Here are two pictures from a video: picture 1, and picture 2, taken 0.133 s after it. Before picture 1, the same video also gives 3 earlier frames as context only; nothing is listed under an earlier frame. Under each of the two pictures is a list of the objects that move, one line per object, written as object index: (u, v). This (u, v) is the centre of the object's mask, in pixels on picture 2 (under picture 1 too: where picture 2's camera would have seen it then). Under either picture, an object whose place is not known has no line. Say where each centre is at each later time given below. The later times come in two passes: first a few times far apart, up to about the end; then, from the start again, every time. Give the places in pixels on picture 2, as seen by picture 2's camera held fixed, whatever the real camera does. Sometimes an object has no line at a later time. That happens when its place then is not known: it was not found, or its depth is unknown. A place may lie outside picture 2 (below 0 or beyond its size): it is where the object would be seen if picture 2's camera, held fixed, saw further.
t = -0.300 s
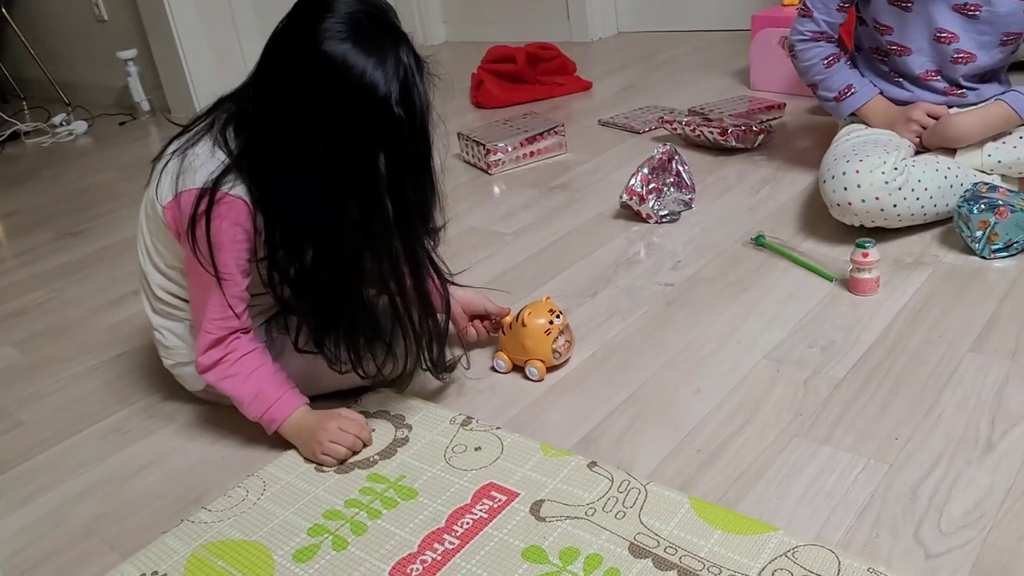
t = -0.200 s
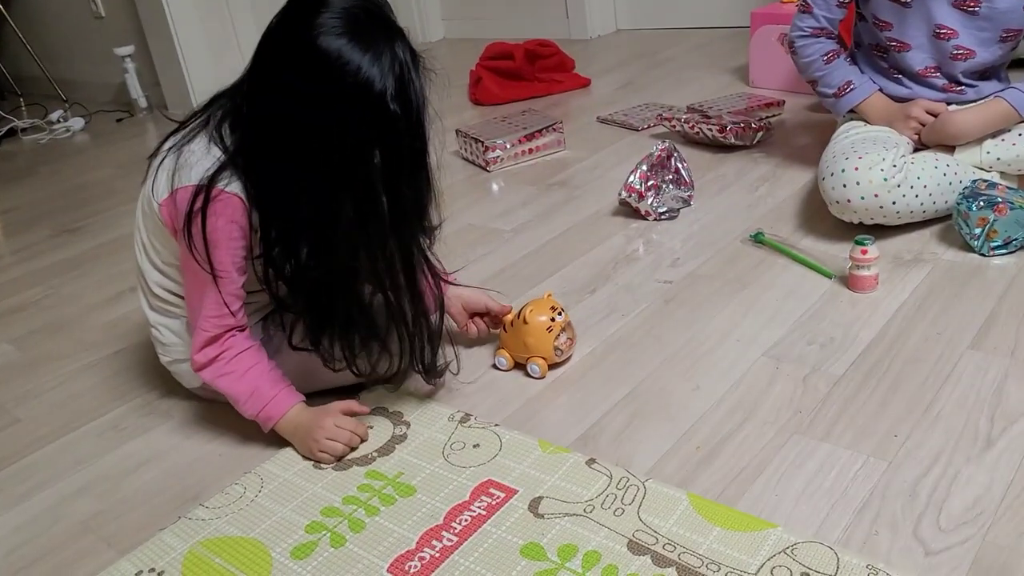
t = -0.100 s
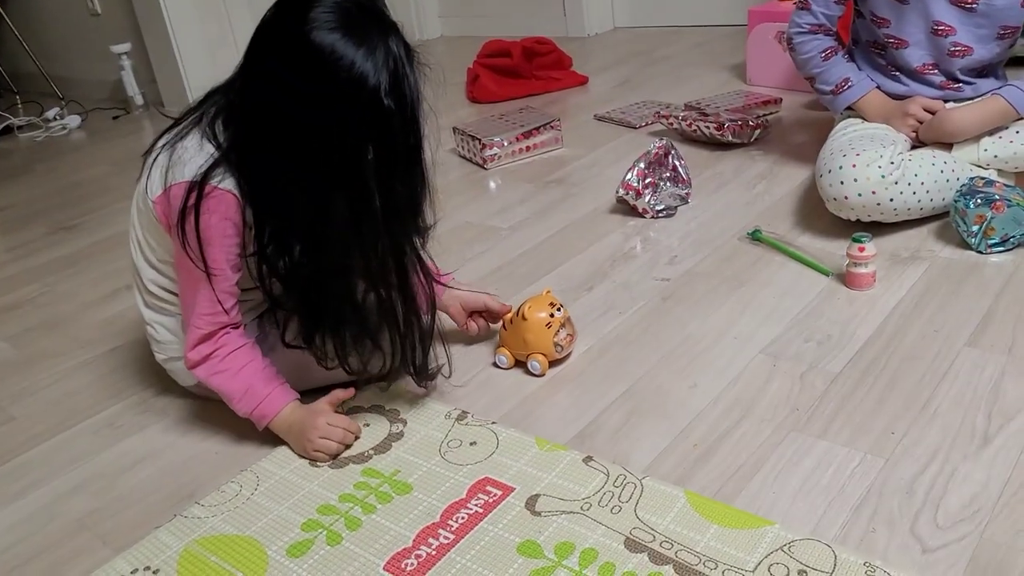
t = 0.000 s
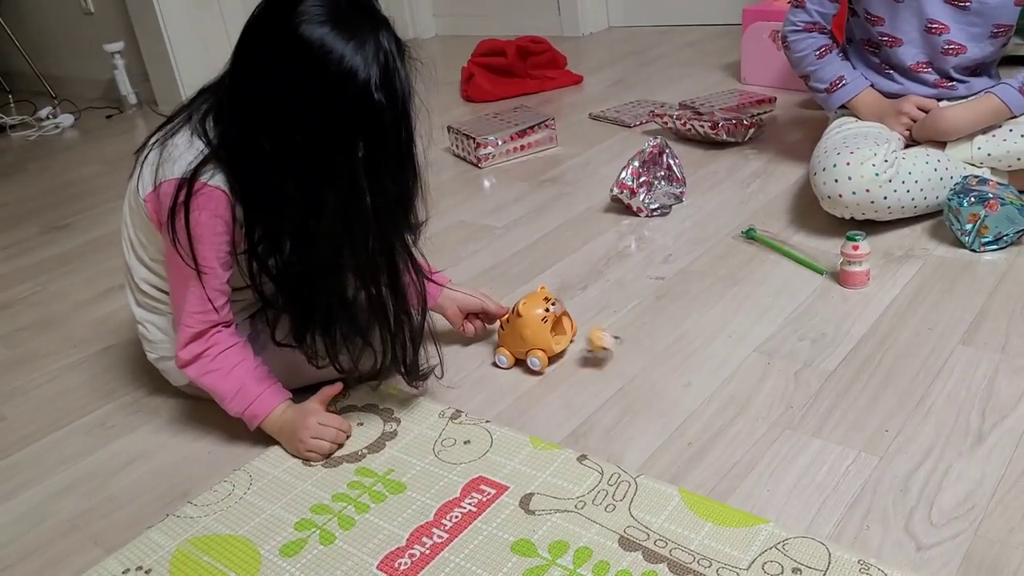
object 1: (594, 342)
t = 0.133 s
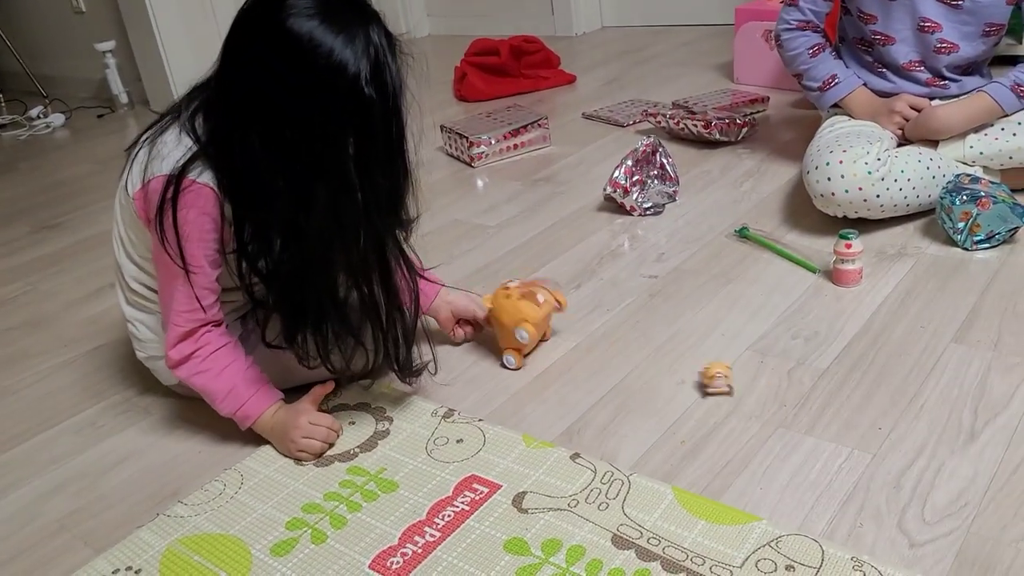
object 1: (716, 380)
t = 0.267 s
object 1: (776, 410)
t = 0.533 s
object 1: (777, 417)
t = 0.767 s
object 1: (777, 417)
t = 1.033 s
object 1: (778, 417)
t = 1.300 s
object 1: (777, 417)
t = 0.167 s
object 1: (740, 389)
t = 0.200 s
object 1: (757, 397)
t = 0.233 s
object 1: (768, 405)
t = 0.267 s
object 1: (776, 410)
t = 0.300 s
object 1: (780, 414)
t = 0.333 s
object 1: (779, 416)
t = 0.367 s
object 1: (778, 417)
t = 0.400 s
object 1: (778, 417)
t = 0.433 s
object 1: (777, 417)
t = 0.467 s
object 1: (777, 417)
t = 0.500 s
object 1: (777, 418)
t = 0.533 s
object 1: (777, 417)
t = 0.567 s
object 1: (777, 417)
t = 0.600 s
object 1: (777, 417)
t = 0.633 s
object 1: (777, 417)
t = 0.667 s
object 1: (777, 417)
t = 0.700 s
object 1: (777, 417)
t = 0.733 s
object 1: (777, 417)
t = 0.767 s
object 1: (777, 417)
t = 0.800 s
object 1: (778, 417)
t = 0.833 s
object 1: (778, 417)
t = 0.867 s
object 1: (777, 417)
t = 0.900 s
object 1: (777, 417)
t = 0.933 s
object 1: (777, 417)
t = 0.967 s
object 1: (777, 417)
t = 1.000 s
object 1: (777, 417)
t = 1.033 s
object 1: (778, 417)
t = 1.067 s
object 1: (778, 417)
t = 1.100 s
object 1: (778, 417)
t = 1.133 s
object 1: (778, 417)
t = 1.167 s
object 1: (777, 417)
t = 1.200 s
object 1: (777, 417)
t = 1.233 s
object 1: (778, 417)
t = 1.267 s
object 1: (777, 417)
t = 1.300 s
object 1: (777, 417)
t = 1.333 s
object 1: (777, 417)
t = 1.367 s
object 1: (777, 417)
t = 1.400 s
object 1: (777, 417)
